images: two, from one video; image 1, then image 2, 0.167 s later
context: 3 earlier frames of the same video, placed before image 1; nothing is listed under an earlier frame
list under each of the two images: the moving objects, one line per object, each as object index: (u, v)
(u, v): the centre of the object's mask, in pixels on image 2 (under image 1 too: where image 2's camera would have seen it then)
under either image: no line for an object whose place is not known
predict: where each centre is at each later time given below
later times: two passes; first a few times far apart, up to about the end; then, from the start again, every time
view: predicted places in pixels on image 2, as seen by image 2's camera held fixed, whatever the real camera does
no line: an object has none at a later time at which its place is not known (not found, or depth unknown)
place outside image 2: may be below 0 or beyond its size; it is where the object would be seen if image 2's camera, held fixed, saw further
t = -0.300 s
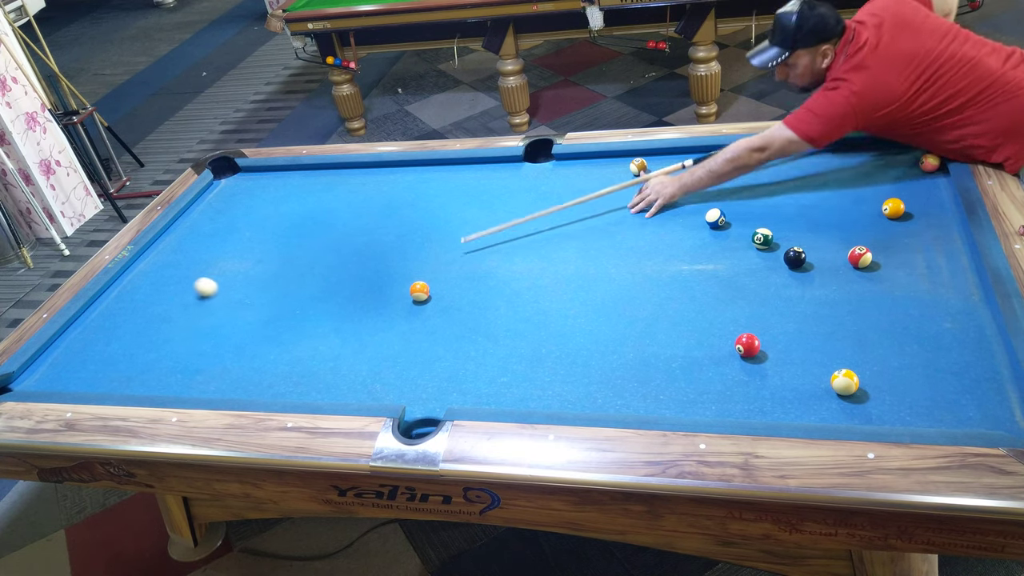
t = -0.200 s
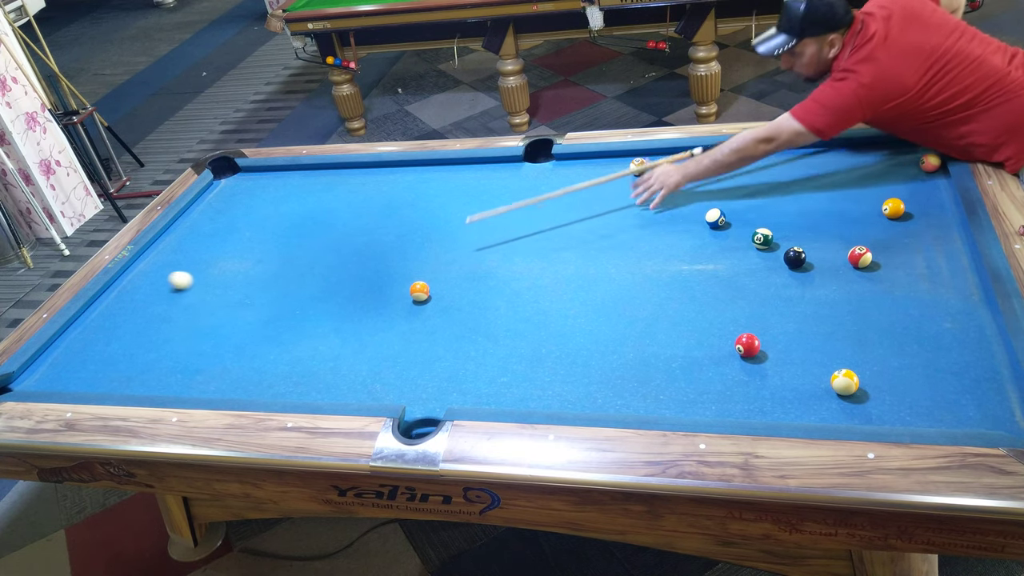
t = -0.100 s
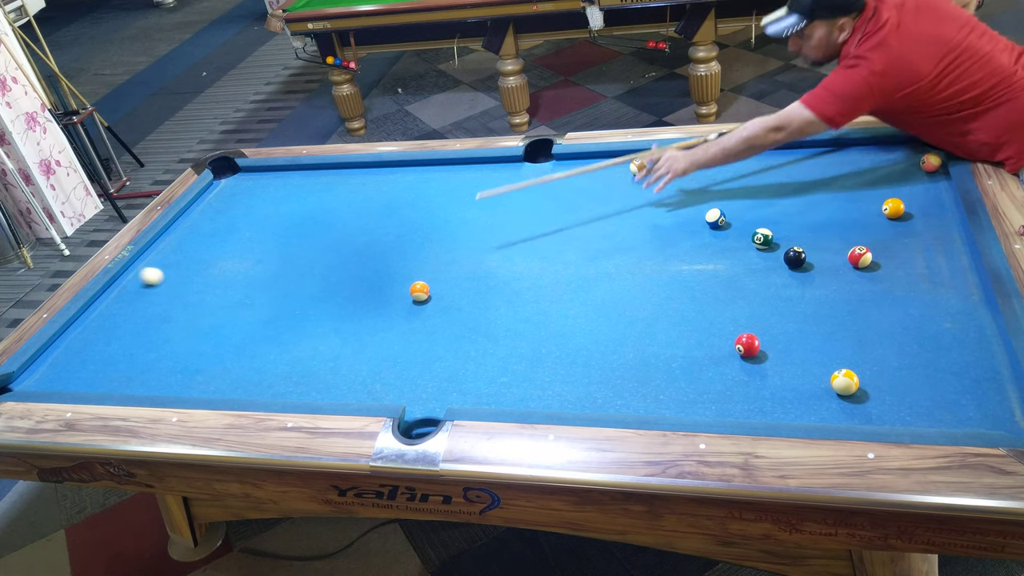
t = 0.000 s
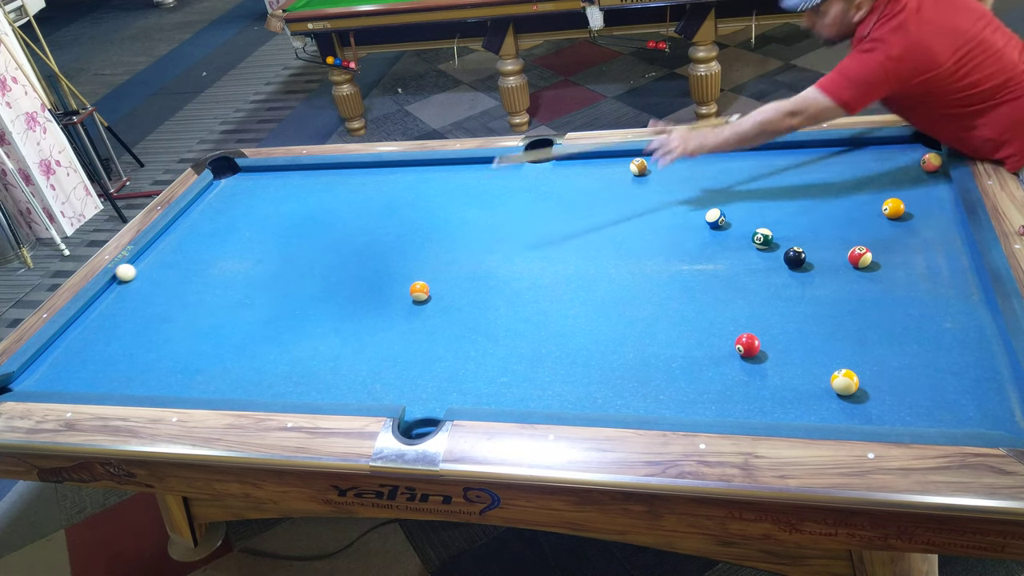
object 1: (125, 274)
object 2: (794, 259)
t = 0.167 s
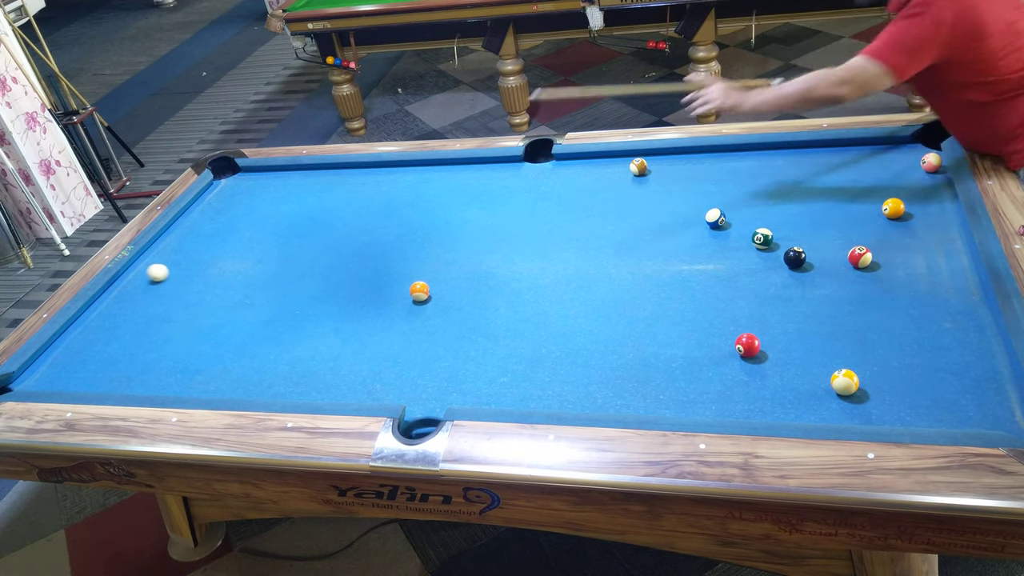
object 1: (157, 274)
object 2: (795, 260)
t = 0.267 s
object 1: (177, 272)
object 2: (795, 257)
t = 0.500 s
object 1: (221, 272)
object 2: (795, 257)
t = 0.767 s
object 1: (272, 272)
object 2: (795, 257)
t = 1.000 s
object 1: (316, 272)
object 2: (795, 257)
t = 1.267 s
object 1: (366, 273)
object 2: (795, 257)
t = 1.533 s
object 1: (415, 272)
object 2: (795, 257)
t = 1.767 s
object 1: (457, 272)
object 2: (795, 257)
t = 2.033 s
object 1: (503, 272)
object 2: (795, 257)
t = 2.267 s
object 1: (543, 272)
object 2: (795, 257)
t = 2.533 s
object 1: (588, 272)
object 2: (795, 257)
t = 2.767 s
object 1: (626, 271)
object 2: (795, 257)
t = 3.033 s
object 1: (669, 270)
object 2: (795, 257)
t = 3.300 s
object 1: (710, 269)
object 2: (795, 257)
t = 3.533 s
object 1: (744, 269)
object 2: (795, 257)
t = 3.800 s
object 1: (781, 268)
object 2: (796, 256)
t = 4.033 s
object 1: (807, 272)
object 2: (798, 254)
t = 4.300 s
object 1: (834, 277)
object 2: (801, 252)
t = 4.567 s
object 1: (860, 281)
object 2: (803, 250)
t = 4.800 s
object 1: (879, 284)
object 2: (804, 250)
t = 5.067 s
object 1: (900, 287)
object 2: (804, 250)
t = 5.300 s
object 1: (915, 290)
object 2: (804, 250)
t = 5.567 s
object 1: (930, 293)
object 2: (804, 250)
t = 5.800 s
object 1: (941, 294)
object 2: (804, 250)
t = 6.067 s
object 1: (949, 295)
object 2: (804, 250)
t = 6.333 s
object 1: (955, 296)
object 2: (804, 250)
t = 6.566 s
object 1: (957, 296)
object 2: (804, 250)
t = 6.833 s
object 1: (957, 296)
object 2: (804, 250)
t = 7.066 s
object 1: (957, 296)
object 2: (804, 250)
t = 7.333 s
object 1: (957, 296)
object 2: (804, 250)
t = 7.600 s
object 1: (957, 296)
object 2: (804, 250)
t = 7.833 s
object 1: (957, 296)
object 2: (804, 250)
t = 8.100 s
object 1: (957, 296)
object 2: (804, 250)
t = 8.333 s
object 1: (957, 296)
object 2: (804, 250)
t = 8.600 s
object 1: (957, 296)
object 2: (804, 250)
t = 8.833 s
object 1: (957, 296)
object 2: (804, 250)
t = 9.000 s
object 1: (957, 296)
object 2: (804, 250)
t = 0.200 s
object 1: (164, 272)
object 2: (795, 257)
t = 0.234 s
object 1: (170, 272)
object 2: (795, 257)
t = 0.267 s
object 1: (177, 272)
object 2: (795, 257)
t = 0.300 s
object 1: (183, 273)
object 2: (795, 257)
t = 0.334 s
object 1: (189, 272)
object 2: (795, 257)
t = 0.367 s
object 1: (196, 273)
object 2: (795, 257)
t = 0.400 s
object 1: (202, 272)
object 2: (795, 257)
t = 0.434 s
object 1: (208, 272)
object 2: (795, 257)
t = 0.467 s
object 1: (215, 272)
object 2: (795, 257)
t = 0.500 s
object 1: (221, 272)
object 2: (795, 257)
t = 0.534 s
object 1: (227, 272)
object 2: (795, 257)
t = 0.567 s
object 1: (234, 272)
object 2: (795, 257)
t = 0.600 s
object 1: (240, 272)
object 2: (795, 257)
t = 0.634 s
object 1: (247, 272)
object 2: (795, 257)
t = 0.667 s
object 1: (253, 272)
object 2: (795, 257)
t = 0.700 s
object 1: (260, 272)
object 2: (795, 257)
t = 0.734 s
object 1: (266, 272)
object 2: (795, 257)
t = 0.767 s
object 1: (272, 272)
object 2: (795, 257)
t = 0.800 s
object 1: (278, 272)
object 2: (795, 257)
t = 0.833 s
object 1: (285, 272)
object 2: (795, 257)
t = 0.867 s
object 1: (291, 272)
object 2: (795, 257)
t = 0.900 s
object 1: (297, 272)
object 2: (795, 257)
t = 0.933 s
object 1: (304, 272)
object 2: (795, 257)
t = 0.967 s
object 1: (310, 273)
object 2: (795, 257)
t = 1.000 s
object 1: (316, 272)
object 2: (795, 257)
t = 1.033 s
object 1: (322, 272)
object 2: (795, 257)
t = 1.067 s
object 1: (329, 273)
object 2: (795, 257)
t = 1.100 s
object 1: (335, 273)
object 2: (795, 257)
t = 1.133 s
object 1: (341, 272)
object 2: (795, 257)
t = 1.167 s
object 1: (348, 273)
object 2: (795, 257)
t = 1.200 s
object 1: (354, 272)
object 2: (795, 257)
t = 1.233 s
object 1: (360, 272)
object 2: (795, 257)
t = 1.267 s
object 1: (366, 273)
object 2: (795, 257)
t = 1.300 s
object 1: (372, 273)
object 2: (795, 257)
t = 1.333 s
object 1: (378, 273)
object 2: (795, 257)
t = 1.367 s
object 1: (385, 272)
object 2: (795, 257)
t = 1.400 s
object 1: (390, 272)
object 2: (795, 257)
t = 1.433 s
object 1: (397, 273)
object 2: (795, 257)
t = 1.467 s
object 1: (403, 272)
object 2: (795, 257)
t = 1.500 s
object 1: (409, 272)
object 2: (795, 257)
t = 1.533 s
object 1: (415, 272)
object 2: (795, 257)
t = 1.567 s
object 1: (421, 272)
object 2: (795, 257)
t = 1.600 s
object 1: (427, 272)
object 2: (795, 257)
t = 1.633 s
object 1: (433, 272)
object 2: (795, 257)
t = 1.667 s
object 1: (439, 272)
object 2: (795, 257)
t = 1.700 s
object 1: (445, 272)
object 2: (795, 257)
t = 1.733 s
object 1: (451, 272)
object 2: (795, 257)
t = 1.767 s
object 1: (457, 272)
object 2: (795, 257)
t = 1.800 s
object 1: (463, 272)
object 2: (795, 257)
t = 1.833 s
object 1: (469, 272)
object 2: (795, 257)
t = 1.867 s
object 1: (474, 272)
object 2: (795, 257)
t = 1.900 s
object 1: (480, 272)
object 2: (795, 257)
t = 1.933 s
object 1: (486, 272)
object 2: (795, 257)
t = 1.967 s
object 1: (492, 272)
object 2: (795, 257)
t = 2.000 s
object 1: (498, 272)
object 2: (795, 257)
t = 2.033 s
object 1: (503, 272)
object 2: (795, 257)
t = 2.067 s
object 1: (509, 272)
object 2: (795, 257)
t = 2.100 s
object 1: (515, 272)
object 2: (795, 257)
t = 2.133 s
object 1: (521, 272)
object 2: (795, 257)
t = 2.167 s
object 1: (526, 272)
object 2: (795, 257)
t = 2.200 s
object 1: (532, 272)
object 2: (795, 257)
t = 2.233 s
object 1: (538, 272)
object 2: (795, 257)
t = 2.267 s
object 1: (543, 272)
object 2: (795, 257)
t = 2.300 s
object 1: (549, 272)
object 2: (795, 257)
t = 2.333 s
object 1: (555, 272)
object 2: (795, 257)
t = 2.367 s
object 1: (560, 272)
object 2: (795, 257)
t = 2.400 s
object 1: (566, 272)
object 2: (795, 257)
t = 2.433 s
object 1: (572, 272)
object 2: (795, 257)
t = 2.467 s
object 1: (577, 272)
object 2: (795, 257)
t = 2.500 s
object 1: (583, 272)
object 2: (795, 257)
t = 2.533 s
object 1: (588, 272)
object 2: (795, 257)
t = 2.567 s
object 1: (594, 272)
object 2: (795, 257)
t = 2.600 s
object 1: (599, 272)
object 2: (795, 257)
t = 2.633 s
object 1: (604, 272)
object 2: (795, 257)
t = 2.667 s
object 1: (610, 272)
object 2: (795, 257)
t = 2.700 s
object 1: (615, 271)
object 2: (795, 257)
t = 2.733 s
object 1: (621, 271)
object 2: (795, 257)
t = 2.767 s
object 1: (626, 271)
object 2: (795, 257)
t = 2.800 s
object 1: (632, 271)
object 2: (795, 257)
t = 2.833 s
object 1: (637, 271)
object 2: (795, 257)
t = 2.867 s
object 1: (643, 271)
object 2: (795, 257)
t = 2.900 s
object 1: (648, 271)
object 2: (795, 257)
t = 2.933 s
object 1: (653, 270)
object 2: (795, 257)
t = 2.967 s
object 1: (658, 270)
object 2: (795, 257)
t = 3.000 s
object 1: (664, 270)
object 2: (795, 257)
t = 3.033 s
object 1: (669, 270)
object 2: (795, 257)
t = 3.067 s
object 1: (674, 270)
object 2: (795, 257)
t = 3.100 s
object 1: (679, 270)
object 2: (795, 257)
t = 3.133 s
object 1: (684, 270)
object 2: (795, 257)
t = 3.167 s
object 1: (689, 270)
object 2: (795, 257)
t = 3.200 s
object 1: (695, 270)
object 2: (795, 257)
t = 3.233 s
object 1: (700, 269)
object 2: (795, 257)
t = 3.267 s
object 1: (705, 269)
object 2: (795, 257)
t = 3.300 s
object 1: (710, 269)
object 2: (795, 257)
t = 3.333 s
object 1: (715, 269)
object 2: (795, 257)
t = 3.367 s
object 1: (720, 269)
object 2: (795, 257)
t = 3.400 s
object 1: (725, 269)
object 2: (795, 257)
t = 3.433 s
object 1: (730, 269)
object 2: (795, 257)
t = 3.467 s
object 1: (734, 269)
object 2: (795, 257)
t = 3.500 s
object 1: (739, 269)
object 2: (795, 257)
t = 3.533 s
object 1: (744, 269)
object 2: (795, 257)
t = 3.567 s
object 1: (749, 269)
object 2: (795, 257)
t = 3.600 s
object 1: (754, 268)
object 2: (795, 257)
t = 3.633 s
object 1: (758, 268)
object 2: (795, 257)
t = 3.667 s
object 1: (763, 268)
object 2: (795, 257)
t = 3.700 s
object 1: (768, 268)
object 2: (795, 257)
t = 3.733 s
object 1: (772, 268)
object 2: (795, 257)
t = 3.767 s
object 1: (776, 268)
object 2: (795, 257)
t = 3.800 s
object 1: (781, 268)
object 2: (796, 256)
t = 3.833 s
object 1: (786, 269)
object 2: (796, 255)
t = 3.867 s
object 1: (789, 269)
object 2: (796, 254)
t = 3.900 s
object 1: (793, 270)
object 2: (796, 254)
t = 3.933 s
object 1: (797, 270)
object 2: (797, 253)
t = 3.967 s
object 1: (800, 271)
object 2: (797, 253)
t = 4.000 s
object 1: (804, 272)
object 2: (797, 254)
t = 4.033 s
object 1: (807, 272)
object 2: (798, 254)
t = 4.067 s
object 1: (811, 273)
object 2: (799, 254)
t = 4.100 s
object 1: (815, 273)
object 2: (799, 254)
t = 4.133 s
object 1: (818, 274)
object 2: (799, 254)
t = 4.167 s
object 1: (821, 275)
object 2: (800, 253)
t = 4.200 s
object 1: (825, 275)
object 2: (800, 253)
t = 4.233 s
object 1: (828, 276)
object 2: (801, 253)
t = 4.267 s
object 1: (831, 276)
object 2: (801, 252)
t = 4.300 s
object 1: (834, 277)
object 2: (801, 252)
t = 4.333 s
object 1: (838, 278)
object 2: (802, 252)
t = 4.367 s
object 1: (841, 278)
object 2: (802, 251)
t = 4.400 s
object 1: (844, 278)
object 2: (802, 251)
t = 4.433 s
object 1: (847, 279)
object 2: (803, 251)
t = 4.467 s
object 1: (851, 279)
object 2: (803, 251)
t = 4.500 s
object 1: (854, 280)
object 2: (803, 251)
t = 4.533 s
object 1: (857, 280)
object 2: (803, 251)
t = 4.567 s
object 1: (860, 281)
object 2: (803, 250)
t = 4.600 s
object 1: (862, 281)
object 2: (803, 250)
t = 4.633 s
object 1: (865, 282)
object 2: (803, 250)
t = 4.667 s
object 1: (868, 282)
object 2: (803, 250)
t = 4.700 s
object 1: (871, 283)
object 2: (804, 250)
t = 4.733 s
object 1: (874, 283)
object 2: (804, 250)
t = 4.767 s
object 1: (877, 284)
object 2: (804, 250)
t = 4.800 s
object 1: (879, 284)
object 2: (804, 250)
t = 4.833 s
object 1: (882, 285)
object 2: (804, 250)
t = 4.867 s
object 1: (885, 285)
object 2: (804, 250)
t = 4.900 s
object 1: (888, 285)
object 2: (804, 250)
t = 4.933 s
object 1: (890, 286)
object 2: (804, 250)
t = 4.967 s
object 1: (893, 286)
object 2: (804, 250)
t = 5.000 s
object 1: (895, 287)
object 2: (804, 250)
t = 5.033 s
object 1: (897, 287)
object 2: (804, 250)
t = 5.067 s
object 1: (900, 287)
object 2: (804, 250)
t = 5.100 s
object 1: (902, 288)
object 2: (804, 250)
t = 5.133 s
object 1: (905, 288)
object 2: (804, 250)
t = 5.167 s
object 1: (907, 289)
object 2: (804, 250)
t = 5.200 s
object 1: (909, 289)
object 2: (804, 250)
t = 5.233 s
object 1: (911, 289)
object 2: (804, 250)
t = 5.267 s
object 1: (913, 290)
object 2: (804, 250)
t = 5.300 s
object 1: (915, 290)
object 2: (804, 250)
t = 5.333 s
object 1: (917, 290)
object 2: (804, 250)
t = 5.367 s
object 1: (919, 291)
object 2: (804, 250)
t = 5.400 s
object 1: (921, 291)
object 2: (804, 250)
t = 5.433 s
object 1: (923, 291)
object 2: (804, 250)
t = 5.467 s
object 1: (925, 292)
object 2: (804, 250)
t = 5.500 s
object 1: (927, 292)
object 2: (804, 250)
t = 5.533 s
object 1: (929, 292)
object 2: (804, 250)
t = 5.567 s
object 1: (930, 293)
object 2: (804, 250)
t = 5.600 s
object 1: (932, 293)
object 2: (804, 250)
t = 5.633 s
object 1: (934, 293)
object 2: (804, 250)
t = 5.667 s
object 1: (935, 293)
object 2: (804, 250)
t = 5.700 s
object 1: (937, 293)
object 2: (804, 250)
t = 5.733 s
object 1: (938, 293)
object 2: (804, 250)
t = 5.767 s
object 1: (939, 293)
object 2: (804, 250)
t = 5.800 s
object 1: (941, 294)
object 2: (804, 250)
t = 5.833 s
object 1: (942, 294)
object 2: (804, 250)
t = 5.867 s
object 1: (943, 294)
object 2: (804, 250)
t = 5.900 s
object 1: (944, 294)
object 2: (804, 250)
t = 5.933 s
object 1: (945, 294)
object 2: (804, 250)
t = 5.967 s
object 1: (946, 294)
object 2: (804, 250)
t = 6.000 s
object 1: (947, 294)
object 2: (804, 250)
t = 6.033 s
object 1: (948, 295)
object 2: (804, 250)
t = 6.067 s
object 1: (949, 295)
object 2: (804, 250)
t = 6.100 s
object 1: (951, 295)
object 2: (804, 250)
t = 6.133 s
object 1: (951, 295)
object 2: (804, 250)
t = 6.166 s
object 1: (952, 295)
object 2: (804, 250)
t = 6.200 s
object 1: (953, 295)
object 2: (804, 250)
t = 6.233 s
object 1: (953, 295)
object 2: (804, 250)
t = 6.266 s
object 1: (954, 295)
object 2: (804, 250)
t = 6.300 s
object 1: (955, 295)
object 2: (804, 250)
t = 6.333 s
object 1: (955, 296)
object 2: (804, 250)
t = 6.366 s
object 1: (956, 295)
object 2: (804, 250)
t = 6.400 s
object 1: (956, 296)
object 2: (804, 250)
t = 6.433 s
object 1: (957, 296)
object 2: (804, 250)
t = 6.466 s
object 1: (957, 296)
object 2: (804, 250)
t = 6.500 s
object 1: (957, 296)
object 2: (804, 250)
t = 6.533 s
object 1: (957, 296)
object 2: (804, 250)
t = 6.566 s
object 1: (957, 296)
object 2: (804, 250)
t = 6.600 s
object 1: (957, 296)
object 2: (804, 250)
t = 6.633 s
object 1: (957, 296)
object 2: (804, 250)
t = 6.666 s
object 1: (957, 296)
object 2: (804, 250)
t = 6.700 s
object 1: (957, 296)
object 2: (804, 250)
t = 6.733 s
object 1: (957, 296)
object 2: (804, 250)
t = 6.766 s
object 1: (957, 296)
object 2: (804, 250)
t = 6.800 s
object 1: (957, 296)
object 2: (804, 250)
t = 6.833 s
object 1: (957, 296)
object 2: (804, 250)
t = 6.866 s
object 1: (956, 296)
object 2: (804, 250)
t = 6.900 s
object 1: (956, 296)
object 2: (804, 250)
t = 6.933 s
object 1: (956, 296)
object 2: (804, 250)
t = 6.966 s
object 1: (956, 296)
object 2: (804, 250)
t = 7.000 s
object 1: (957, 296)
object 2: (804, 250)
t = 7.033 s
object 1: (957, 296)
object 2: (804, 250)
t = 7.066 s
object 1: (957, 296)
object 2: (804, 250)
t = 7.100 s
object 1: (957, 296)
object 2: (804, 250)
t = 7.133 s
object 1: (957, 296)
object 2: (804, 250)
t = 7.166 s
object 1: (957, 296)
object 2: (804, 250)
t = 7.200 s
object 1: (957, 296)
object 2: (804, 250)
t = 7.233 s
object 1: (957, 296)
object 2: (804, 250)
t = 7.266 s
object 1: (957, 296)
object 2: (804, 250)
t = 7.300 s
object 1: (957, 296)
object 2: (804, 250)
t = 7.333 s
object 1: (957, 296)
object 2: (804, 250)
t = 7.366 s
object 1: (957, 296)
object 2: (804, 250)
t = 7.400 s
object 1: (957, 296)
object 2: (804, 250)
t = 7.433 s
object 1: (957, 296)
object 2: (804, 250)
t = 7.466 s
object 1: (957, 296)
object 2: (804, 250)
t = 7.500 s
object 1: (957, 296)
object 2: (804, 250)
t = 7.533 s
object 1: (957, 296)
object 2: (804, 250)
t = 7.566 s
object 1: (957, 296)
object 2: (804, 250)
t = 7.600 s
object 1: (957, 296)
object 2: (804, 250)
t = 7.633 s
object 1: (957, 296)
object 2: (804, 250)
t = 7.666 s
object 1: (957, 296)
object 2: (804, 250)
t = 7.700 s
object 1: (957, 296)
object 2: (804, 250)
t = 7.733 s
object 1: (957, 296)
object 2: (804, 250)
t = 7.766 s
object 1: (957, 296)
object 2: (804, 250)
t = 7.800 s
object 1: (957, 296)
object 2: (804, 250)
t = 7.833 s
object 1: (957, 296)
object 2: (804, 250)
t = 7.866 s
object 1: (957, 296)
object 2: (804, 250)
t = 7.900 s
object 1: (957, 296)
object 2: (804, 250)
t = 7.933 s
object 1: (957, 296)
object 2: (804, 250)
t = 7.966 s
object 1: (957, 296)
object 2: (804, 250)
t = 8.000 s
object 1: (957, 296)
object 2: (804, 250)
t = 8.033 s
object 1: (957, 296)
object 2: (804, 250)
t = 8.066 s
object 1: (957, 296)
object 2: (804, 250)
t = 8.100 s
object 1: (957, 296)
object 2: (804, 250)
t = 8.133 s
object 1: (957, 296)
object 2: (804, 250)
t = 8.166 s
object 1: (957, 296)
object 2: (804, 250)
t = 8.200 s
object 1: (957, 296)
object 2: (804, 250)
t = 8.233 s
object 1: (957, 296)
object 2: (804, 250)
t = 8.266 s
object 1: (957, 296)
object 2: (804, 250)
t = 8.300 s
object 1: (957, 296)
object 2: (804, 250)
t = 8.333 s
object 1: (957, 296)
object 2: (804, 250)
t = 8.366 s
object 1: (957, 296)
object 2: (804, 250)
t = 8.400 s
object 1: (957, 296)
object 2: (804, 250)
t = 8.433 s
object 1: (957, 296)
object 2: (804, 250)
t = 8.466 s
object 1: (957, 296)
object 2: (804, 250)
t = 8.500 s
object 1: (957, 296)
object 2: (804, 250)
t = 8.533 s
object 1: (957, 296)
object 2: (804, 250)
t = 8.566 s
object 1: (957, 296)
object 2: (804, 250)
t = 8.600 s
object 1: (957, 296)
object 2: (804, 250)
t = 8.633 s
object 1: (957, 296)
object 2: (804, 250)
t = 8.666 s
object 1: (957, 296)
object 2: (804, 250)
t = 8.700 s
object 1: (957, 296)
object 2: (804, 250)
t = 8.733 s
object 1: (957, 296)
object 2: (804, 250)
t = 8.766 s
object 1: (957, 296)
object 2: (804, 250)
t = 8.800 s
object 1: (957, 296)
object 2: (804, 250)
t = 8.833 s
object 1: (957, 296)
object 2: (804, 250)
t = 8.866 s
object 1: (957, 296)
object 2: (804, 250)
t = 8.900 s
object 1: (957, 296)
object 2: (804, 250)
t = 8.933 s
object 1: (957, 296)
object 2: (804, 250)
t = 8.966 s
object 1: (957, 296)
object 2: (804, 250)
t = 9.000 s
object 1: (957, 296)
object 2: (804, 250)
